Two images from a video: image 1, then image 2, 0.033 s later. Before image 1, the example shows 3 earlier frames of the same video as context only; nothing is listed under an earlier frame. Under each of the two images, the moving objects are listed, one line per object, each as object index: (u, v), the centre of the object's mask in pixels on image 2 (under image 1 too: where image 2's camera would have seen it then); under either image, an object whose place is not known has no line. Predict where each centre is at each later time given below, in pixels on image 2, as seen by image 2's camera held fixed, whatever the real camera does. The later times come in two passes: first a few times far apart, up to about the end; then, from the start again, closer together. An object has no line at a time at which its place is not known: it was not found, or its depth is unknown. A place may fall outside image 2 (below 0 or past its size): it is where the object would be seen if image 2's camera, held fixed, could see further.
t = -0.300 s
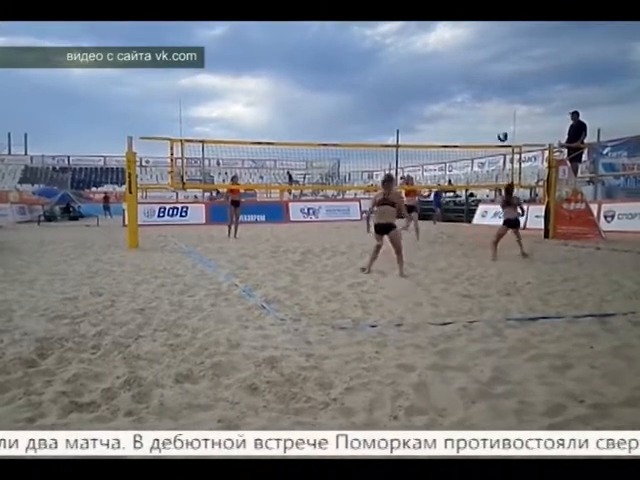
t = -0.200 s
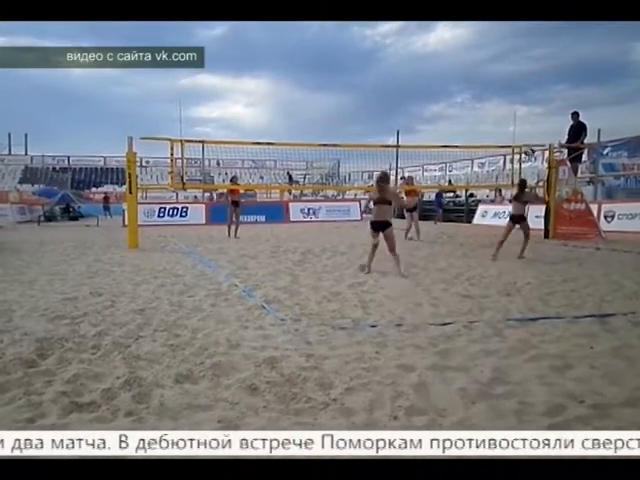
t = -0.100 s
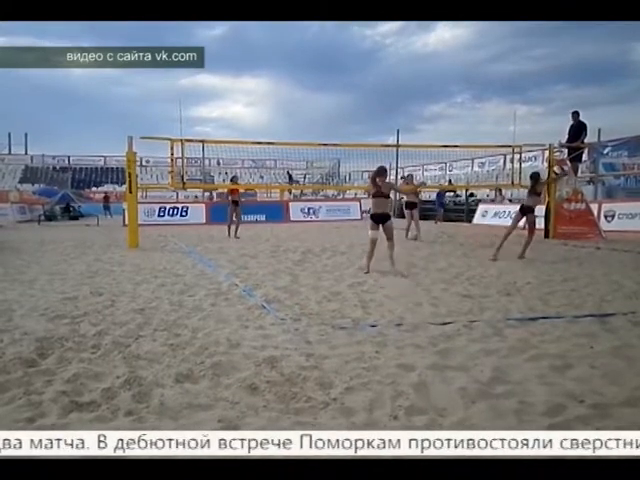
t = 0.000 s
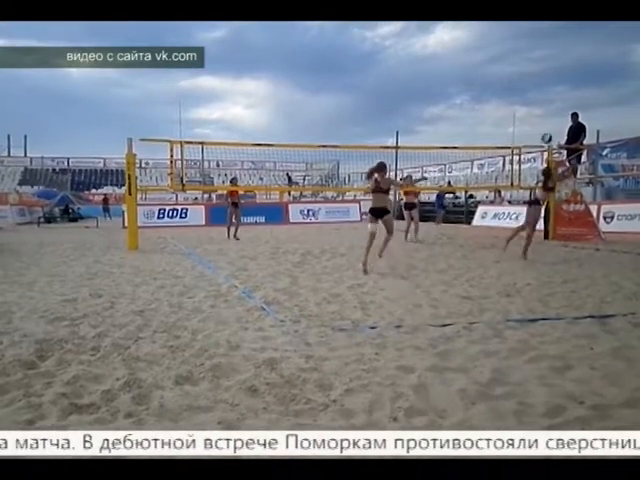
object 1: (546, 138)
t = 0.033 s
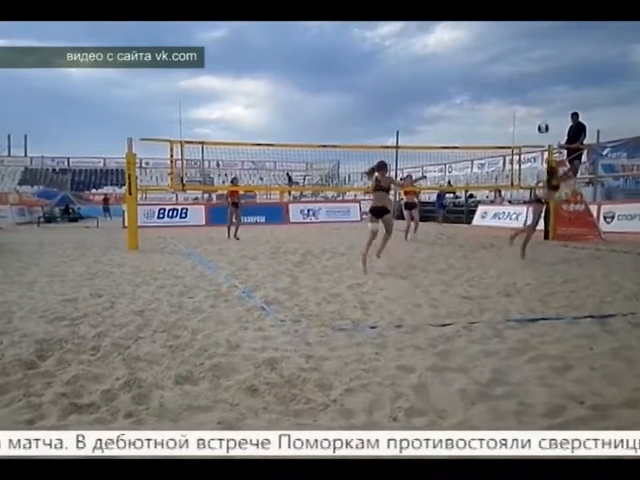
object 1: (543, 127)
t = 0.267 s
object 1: (517, 77)
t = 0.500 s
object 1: (493, 57)
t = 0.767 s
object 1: (470, 68)
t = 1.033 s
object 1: (444, 111)
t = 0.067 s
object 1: (539, 118)
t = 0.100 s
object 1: (535, 110)
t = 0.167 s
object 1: (527, 95)
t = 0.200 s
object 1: (524, 88)
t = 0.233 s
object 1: (521, 82)
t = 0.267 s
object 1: (517, 77)
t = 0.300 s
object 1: (513, 72)
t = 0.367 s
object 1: (506, 65)
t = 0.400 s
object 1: (503, 62)
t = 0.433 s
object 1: (499, 59)
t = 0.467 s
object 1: (497, 59)
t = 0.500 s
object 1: (493, 57)
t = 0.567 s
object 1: (487, 57)
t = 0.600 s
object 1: (484, 57)
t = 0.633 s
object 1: (480, 58)
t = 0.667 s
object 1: (478, 60)
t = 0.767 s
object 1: (470, 68)
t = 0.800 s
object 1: (467, 72)
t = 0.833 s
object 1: (464, 76)
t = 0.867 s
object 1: (461, 80)
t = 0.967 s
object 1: (450, 98)
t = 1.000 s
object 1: (446, 104)
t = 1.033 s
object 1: (444, 111)
